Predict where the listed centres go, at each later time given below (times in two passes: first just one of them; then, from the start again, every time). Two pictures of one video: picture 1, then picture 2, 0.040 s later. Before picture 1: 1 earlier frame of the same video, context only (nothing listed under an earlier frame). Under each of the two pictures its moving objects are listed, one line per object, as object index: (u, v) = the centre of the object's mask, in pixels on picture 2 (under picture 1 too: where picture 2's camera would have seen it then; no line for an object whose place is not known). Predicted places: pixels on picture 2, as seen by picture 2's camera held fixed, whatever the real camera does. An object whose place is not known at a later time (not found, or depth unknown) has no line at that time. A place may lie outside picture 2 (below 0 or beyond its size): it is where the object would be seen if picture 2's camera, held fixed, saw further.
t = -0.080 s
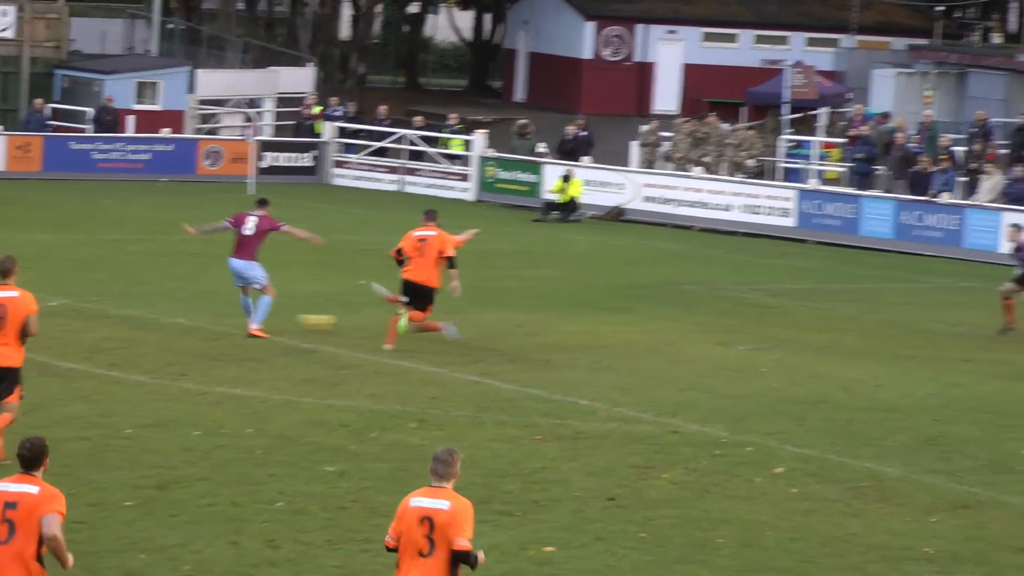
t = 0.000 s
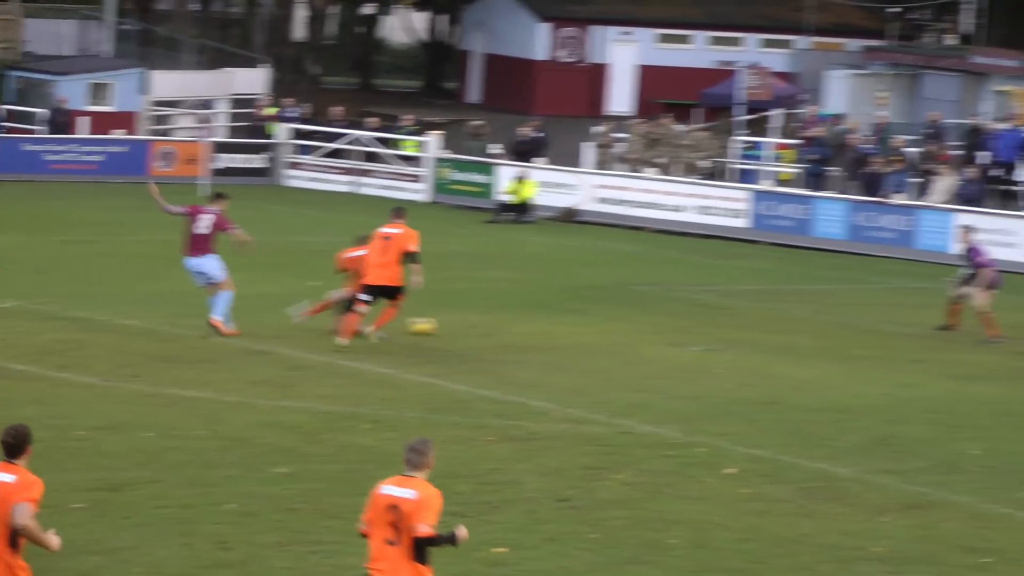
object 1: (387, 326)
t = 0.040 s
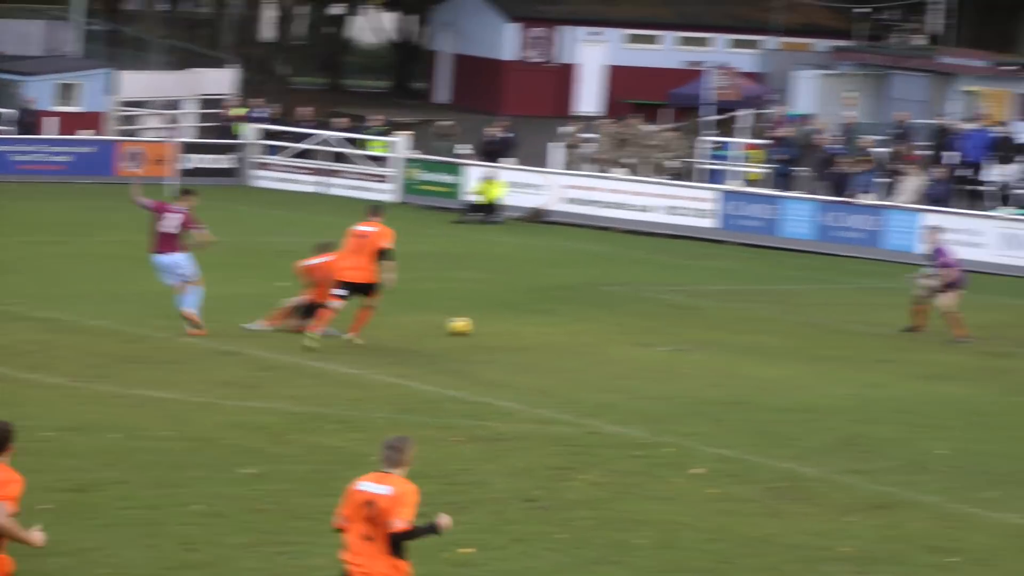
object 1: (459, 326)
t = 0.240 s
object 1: (784, 334)
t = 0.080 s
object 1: (528, 326)
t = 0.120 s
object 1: (595, 329)
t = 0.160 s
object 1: (660, 330)
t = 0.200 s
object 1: (723, 333)
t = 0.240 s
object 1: (784, 334)
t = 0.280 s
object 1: (843, 334)
